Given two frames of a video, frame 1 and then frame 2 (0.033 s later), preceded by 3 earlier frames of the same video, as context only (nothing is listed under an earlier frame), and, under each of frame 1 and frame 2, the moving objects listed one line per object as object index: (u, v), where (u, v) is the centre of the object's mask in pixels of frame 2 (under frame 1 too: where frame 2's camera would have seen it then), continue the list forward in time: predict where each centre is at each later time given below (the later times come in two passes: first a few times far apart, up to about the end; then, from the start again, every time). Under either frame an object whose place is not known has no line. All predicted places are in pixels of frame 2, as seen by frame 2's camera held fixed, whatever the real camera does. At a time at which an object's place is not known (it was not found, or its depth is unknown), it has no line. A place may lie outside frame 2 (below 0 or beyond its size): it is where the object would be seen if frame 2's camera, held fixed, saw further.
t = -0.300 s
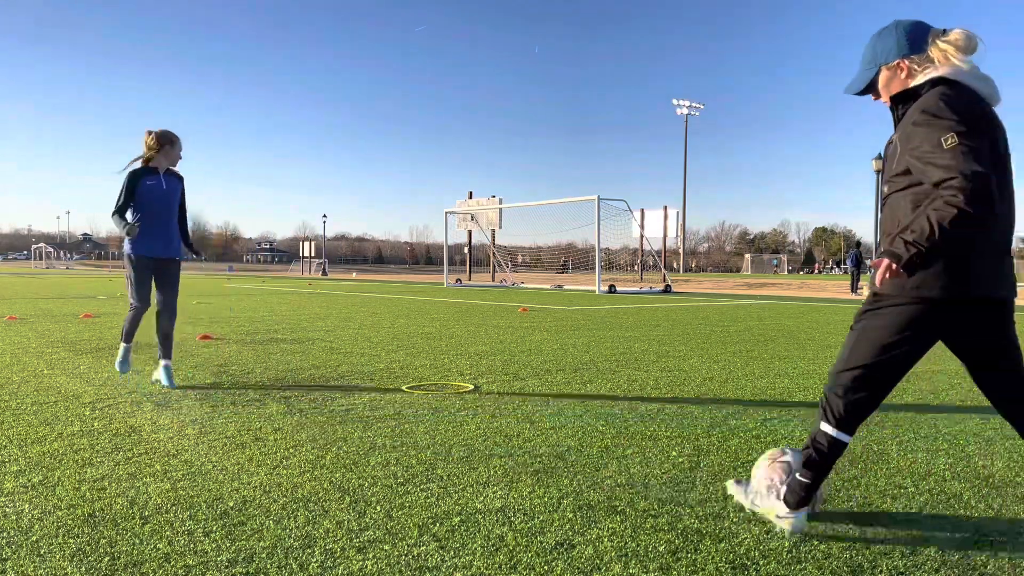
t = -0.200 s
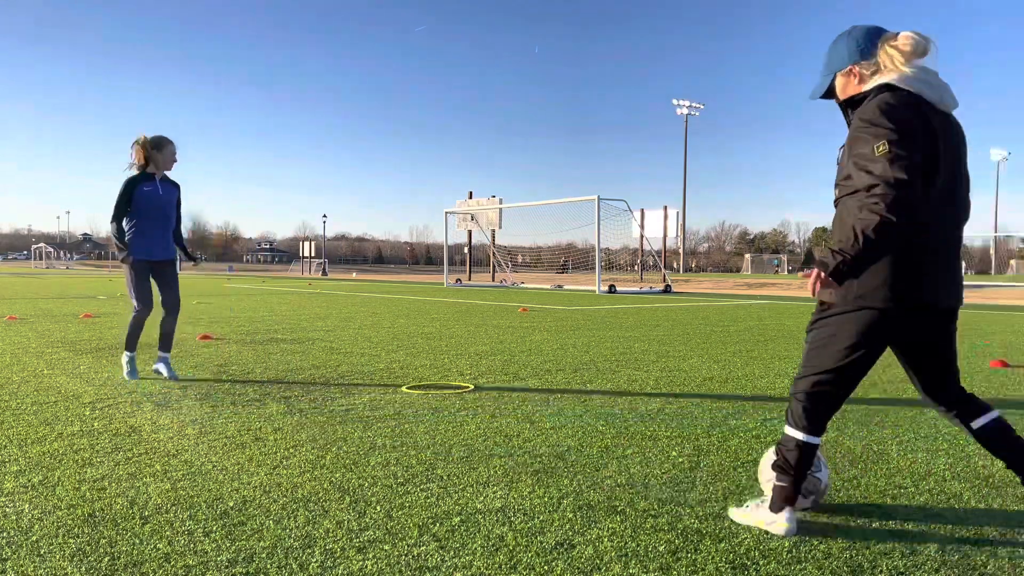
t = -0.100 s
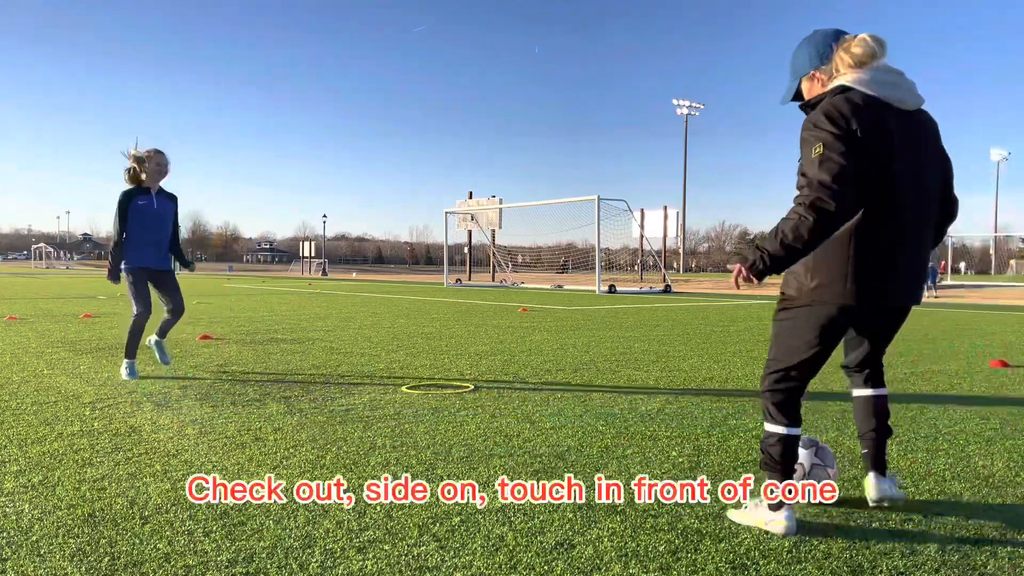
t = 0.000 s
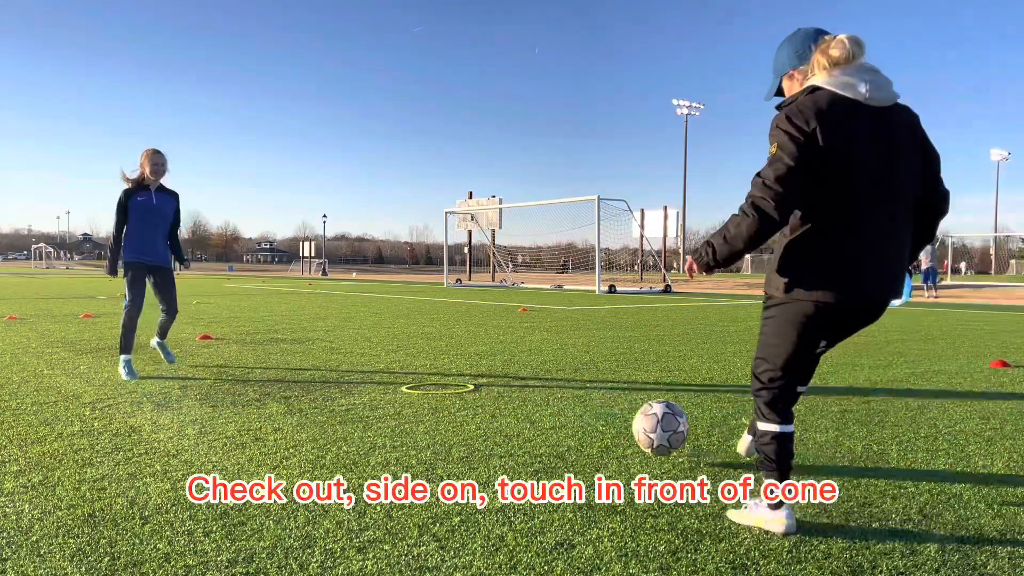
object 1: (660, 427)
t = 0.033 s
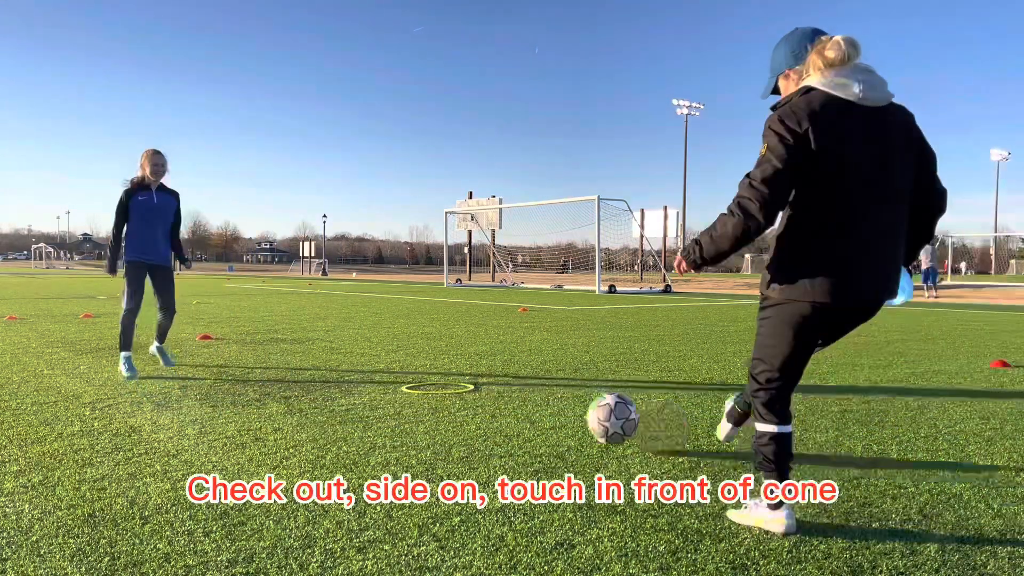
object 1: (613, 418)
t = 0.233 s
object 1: (425, 381)
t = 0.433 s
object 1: (323, 364)
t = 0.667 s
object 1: (253, 349)
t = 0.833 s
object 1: (220, 342)
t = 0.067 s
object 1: (570, 413)
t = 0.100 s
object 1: (533, 408)
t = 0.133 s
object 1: (502, 398)
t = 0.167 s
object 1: (474, 389)
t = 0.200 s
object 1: (448, 384)
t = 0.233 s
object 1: (425, 381)
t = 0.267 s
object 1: (403, 379)
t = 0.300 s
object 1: (383, 376)
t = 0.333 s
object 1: (366, 371)
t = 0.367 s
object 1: (351, 368)
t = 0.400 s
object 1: (336, 365)
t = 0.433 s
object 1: (323, 364)
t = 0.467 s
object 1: (310, 360)
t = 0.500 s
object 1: (299, 357)
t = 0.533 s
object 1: (289, 356)
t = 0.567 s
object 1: (279, 354)
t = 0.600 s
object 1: (270, 352)
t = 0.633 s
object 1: (261, 350)
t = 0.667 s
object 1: (253, 349)
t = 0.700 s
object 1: (246, 347)
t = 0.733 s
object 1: (238, 345)
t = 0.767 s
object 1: (232, 344)
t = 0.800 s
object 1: (226, 343)
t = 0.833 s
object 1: (220, 342)
